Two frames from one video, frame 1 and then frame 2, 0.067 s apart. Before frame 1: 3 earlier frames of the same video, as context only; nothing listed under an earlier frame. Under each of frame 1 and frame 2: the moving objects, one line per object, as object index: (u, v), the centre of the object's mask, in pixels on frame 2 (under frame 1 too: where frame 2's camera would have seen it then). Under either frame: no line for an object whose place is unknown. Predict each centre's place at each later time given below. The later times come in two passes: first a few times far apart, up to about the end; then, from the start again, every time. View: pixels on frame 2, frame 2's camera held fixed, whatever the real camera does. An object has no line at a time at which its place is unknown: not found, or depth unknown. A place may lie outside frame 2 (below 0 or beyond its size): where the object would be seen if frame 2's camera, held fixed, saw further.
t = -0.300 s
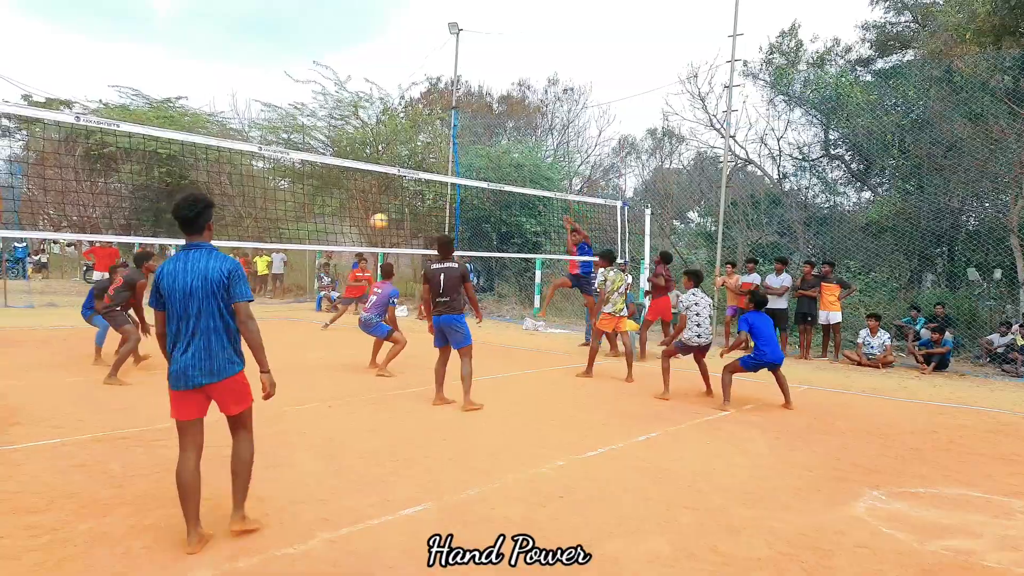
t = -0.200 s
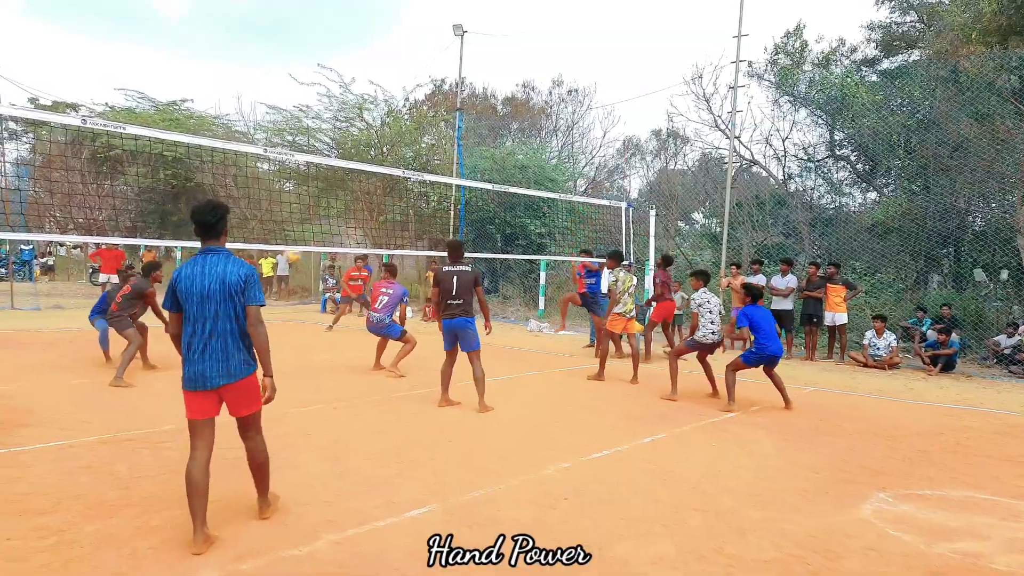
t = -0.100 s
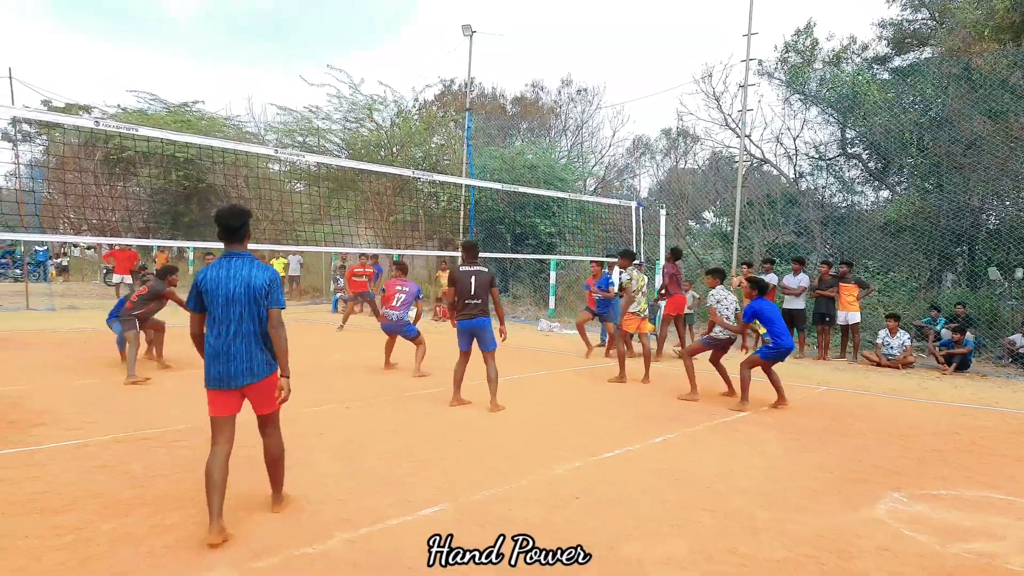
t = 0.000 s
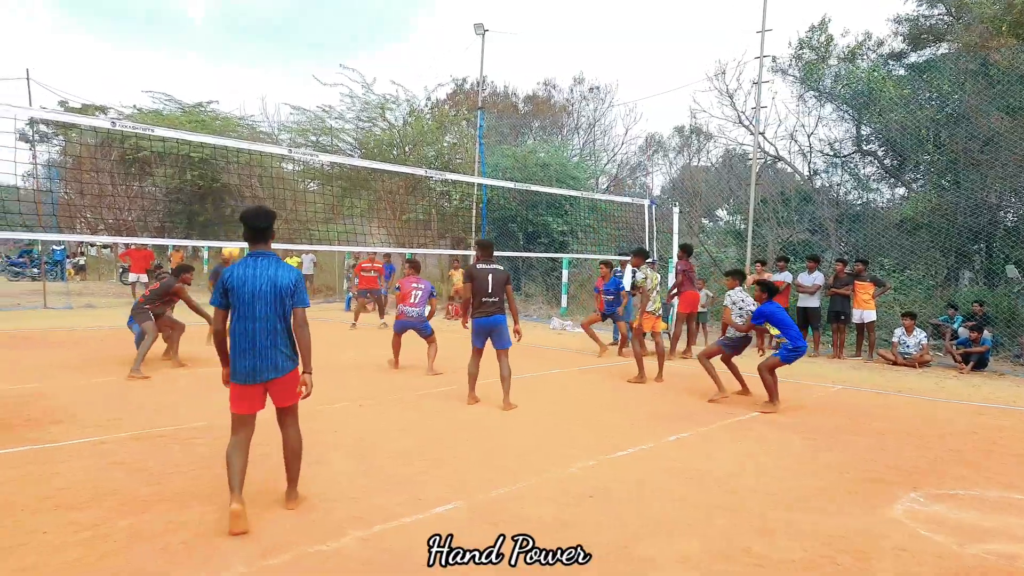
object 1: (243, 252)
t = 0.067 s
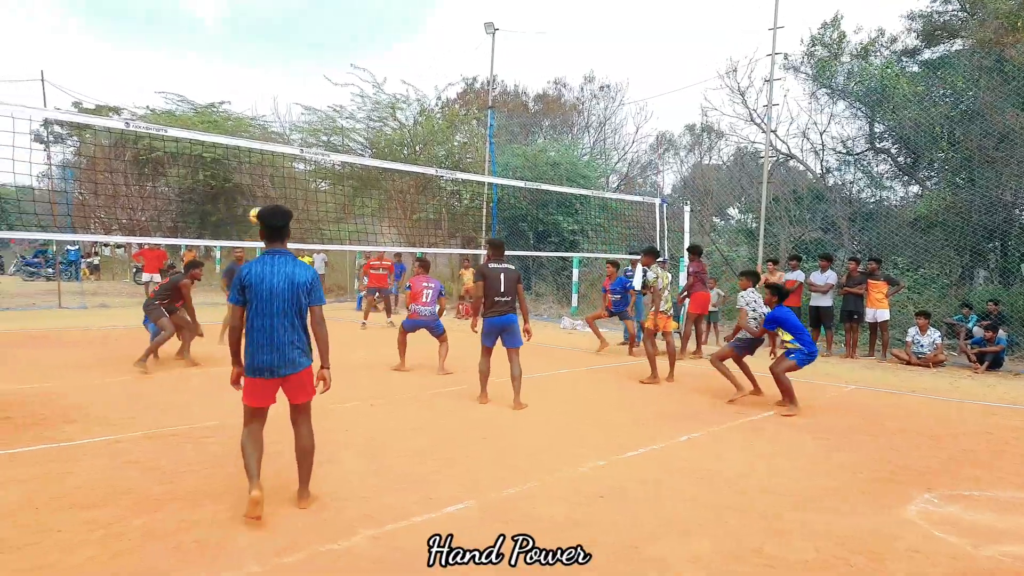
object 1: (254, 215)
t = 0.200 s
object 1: (286, 159)
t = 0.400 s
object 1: (321, 96)
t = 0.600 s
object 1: (354, 65)
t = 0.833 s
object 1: (388, 64)
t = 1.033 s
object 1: (414, 91)
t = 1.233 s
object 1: (439, 139)
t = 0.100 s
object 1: (264, 199)
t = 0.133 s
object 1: (272, 185)
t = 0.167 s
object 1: (278, 170)
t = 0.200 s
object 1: (286, 159)
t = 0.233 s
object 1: (292, 142)
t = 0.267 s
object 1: (298, 134)
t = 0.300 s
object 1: (305, 122)
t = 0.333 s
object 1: (310, 113)
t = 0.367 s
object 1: (315, 104)
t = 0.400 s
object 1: (321, 96)
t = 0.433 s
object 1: (327, 88)
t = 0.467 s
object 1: (333, 82)
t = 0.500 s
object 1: (338, 77)
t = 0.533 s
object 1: (344, 72)
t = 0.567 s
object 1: (349, 68)
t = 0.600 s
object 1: (354, 65)
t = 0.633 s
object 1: (359, 62)
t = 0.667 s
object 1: (364, 61)
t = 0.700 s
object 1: (369, 60)
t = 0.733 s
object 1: (374, 59)
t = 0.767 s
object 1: (378, 60)
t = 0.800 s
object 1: (383, 61)
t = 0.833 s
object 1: (388, 64)
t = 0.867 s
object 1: (392, 66)
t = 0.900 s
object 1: (397, 70)
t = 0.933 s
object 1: (401, 74)
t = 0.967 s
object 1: (406, 79)
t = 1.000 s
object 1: (410, 84)
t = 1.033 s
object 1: (414, 91)
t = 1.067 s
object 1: (419, 98)
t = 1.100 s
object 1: (424, 105)
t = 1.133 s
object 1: (427, 114)
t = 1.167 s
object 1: (431, 121)
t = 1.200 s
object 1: (435, 130)
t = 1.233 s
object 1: (439, 139)
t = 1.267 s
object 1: (442, 150)
